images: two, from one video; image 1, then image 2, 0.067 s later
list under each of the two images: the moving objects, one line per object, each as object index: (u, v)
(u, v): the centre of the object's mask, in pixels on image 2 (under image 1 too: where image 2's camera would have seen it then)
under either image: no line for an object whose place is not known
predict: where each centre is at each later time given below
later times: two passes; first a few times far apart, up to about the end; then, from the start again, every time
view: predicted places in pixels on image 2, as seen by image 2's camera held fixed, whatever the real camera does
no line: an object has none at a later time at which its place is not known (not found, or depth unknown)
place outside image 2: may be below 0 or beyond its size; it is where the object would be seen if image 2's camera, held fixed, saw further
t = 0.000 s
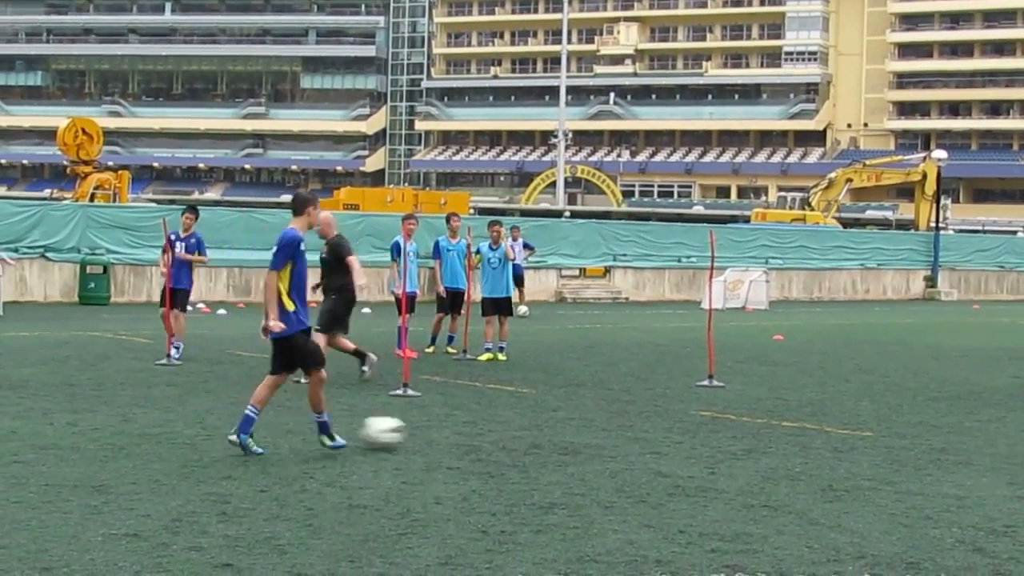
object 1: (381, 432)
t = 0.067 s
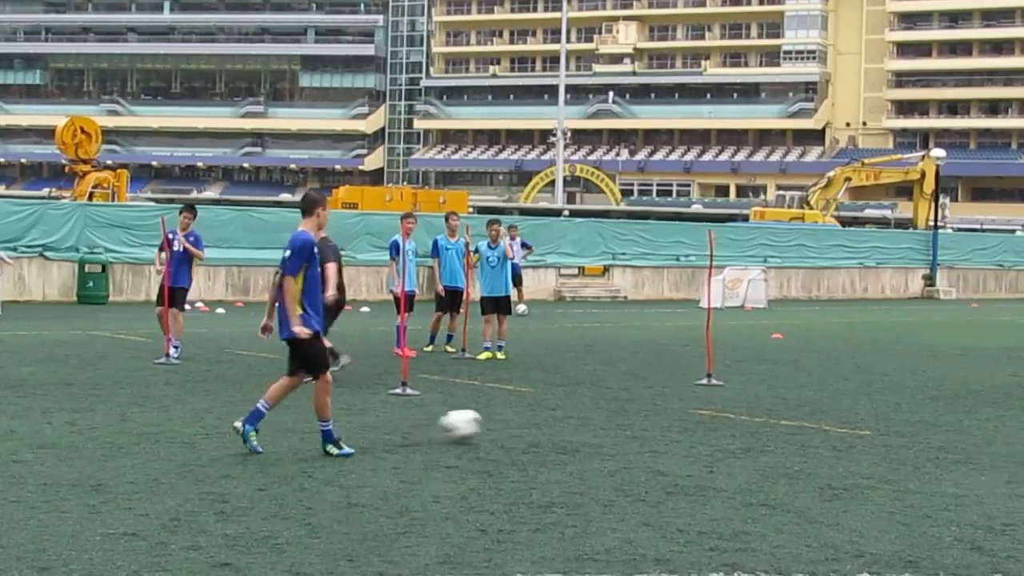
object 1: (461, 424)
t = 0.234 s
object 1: (624, 415)
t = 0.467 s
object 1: (788, 404)
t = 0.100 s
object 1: (496, 422)
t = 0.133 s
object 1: (531, 422)
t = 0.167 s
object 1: (565, 420)
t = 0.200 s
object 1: (595, 417)
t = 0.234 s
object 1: (624, 415)
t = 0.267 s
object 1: (652, 414)
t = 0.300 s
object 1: (677, 412)
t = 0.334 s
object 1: (702, 409)
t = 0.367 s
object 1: (725, 408)
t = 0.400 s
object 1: (747, 406)
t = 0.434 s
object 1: (767, 404)
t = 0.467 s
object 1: (788, 404)
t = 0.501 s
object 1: (807, 402)
